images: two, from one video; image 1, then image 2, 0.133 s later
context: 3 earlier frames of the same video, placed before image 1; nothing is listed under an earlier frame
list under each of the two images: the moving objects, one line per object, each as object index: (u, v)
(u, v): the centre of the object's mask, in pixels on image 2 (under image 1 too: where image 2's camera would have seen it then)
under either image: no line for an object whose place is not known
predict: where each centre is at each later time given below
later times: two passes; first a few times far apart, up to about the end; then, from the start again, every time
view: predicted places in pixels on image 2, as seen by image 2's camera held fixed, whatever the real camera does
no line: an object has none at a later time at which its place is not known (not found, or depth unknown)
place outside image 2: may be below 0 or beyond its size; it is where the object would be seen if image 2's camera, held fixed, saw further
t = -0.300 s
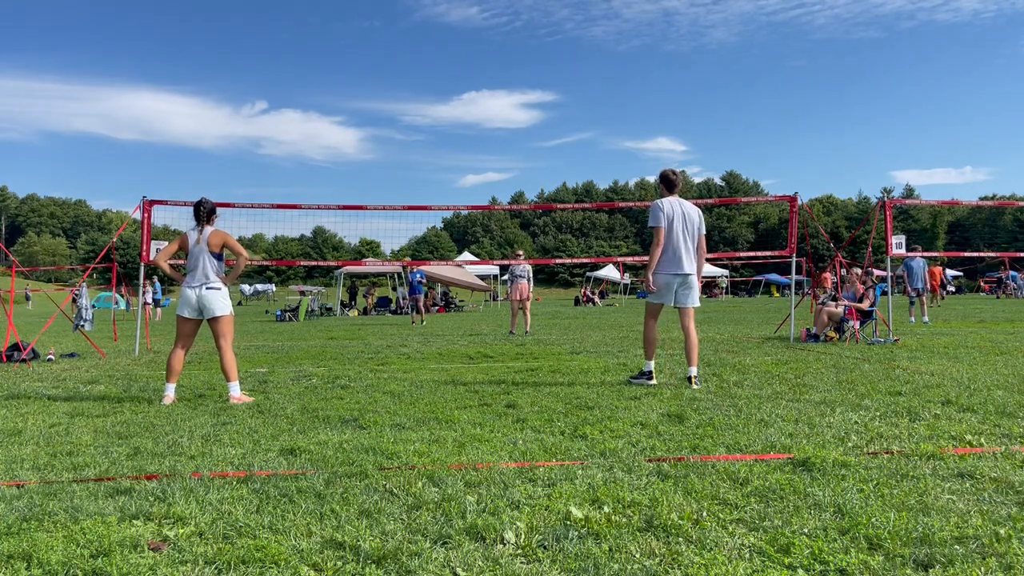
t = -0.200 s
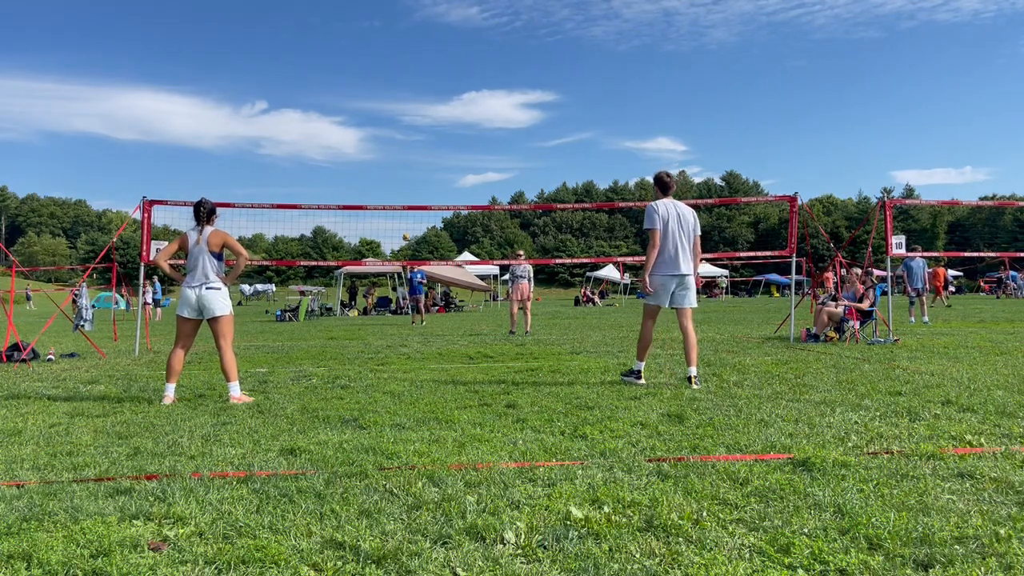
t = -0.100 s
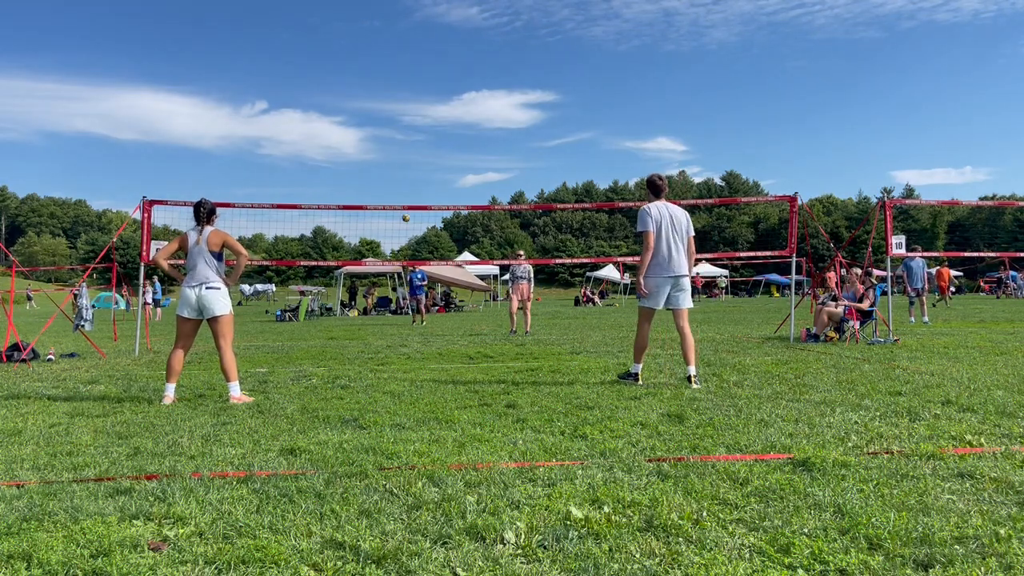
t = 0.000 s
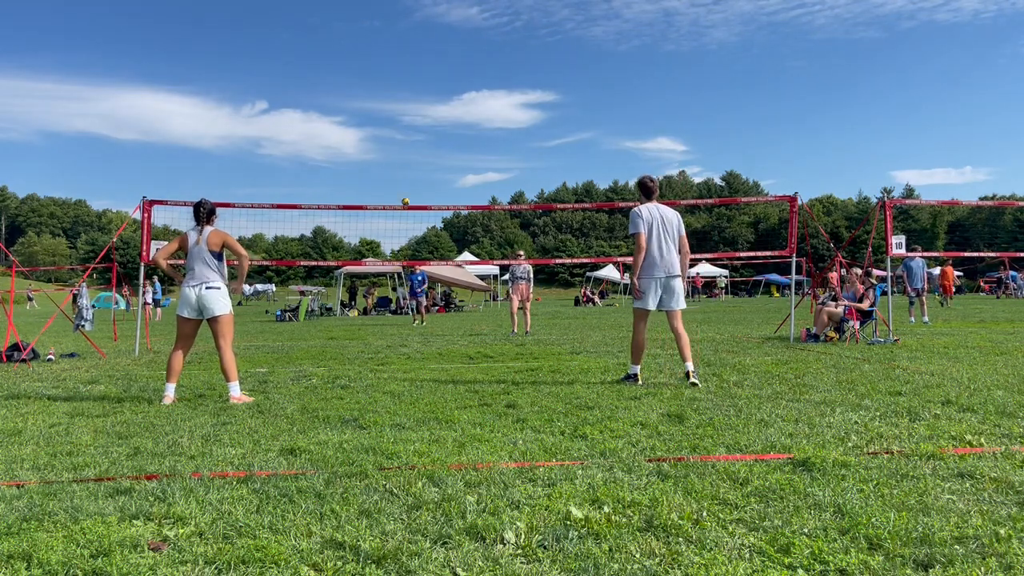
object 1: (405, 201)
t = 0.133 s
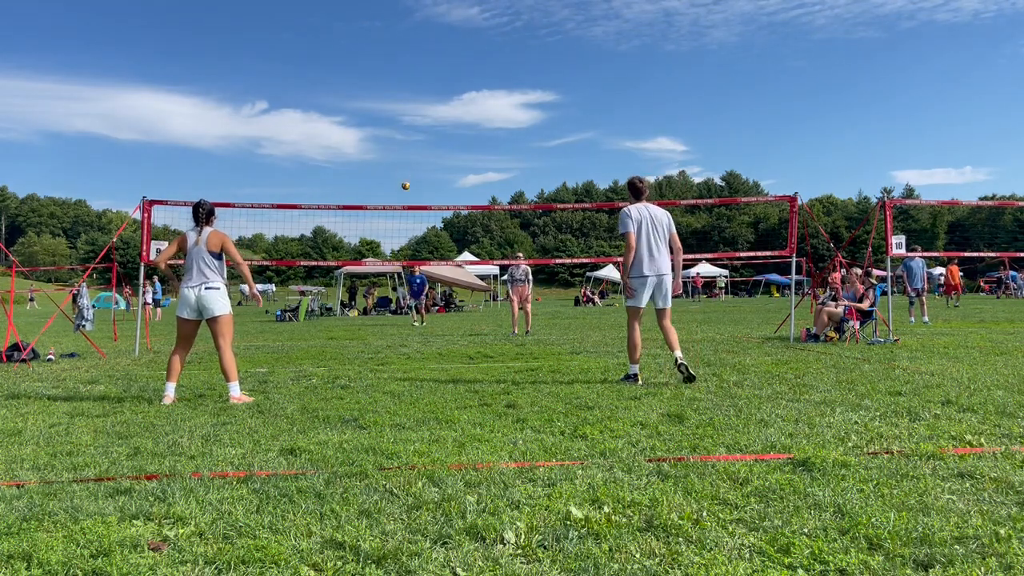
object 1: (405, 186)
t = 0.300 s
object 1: (405, 175)
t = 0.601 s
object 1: (407, 182)
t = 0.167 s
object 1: (405, 183)
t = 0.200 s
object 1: (405, 180)
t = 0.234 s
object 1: (405, 178)
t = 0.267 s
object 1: (405, 176)
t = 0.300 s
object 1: (405, 175)
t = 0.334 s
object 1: (405, 174)
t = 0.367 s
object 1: (406, 174)
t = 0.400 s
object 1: (406, 174)
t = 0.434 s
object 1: (406, 174)
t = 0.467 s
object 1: (406, 175)
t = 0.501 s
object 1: (406, 176)
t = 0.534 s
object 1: (406, 178)
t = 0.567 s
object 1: (406, 180)
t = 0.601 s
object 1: (407, 182)
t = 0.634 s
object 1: (407, 185)
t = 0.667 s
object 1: (407, 189)
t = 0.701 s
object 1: (407, 192)
